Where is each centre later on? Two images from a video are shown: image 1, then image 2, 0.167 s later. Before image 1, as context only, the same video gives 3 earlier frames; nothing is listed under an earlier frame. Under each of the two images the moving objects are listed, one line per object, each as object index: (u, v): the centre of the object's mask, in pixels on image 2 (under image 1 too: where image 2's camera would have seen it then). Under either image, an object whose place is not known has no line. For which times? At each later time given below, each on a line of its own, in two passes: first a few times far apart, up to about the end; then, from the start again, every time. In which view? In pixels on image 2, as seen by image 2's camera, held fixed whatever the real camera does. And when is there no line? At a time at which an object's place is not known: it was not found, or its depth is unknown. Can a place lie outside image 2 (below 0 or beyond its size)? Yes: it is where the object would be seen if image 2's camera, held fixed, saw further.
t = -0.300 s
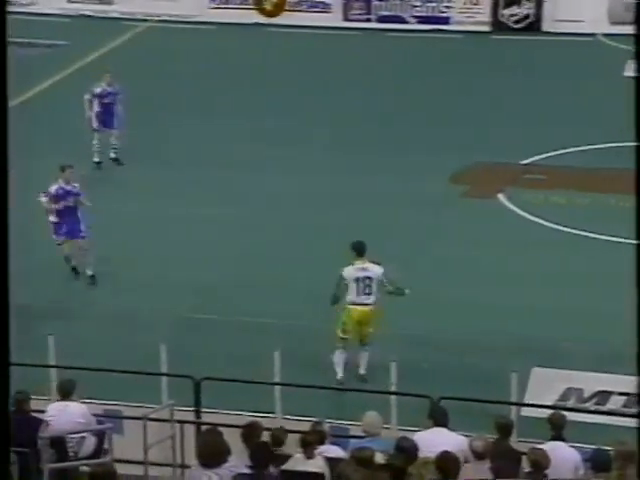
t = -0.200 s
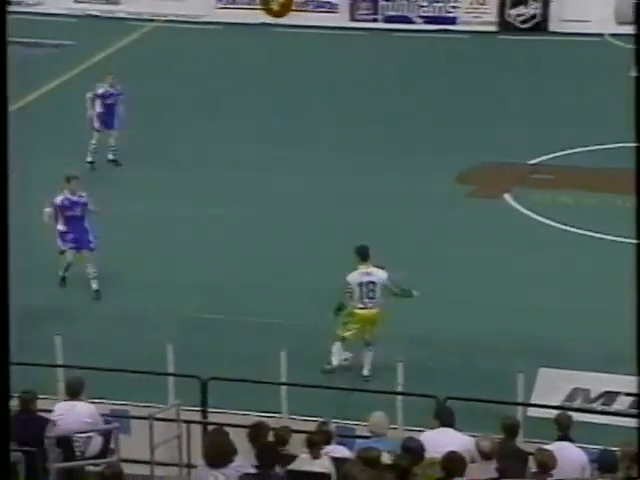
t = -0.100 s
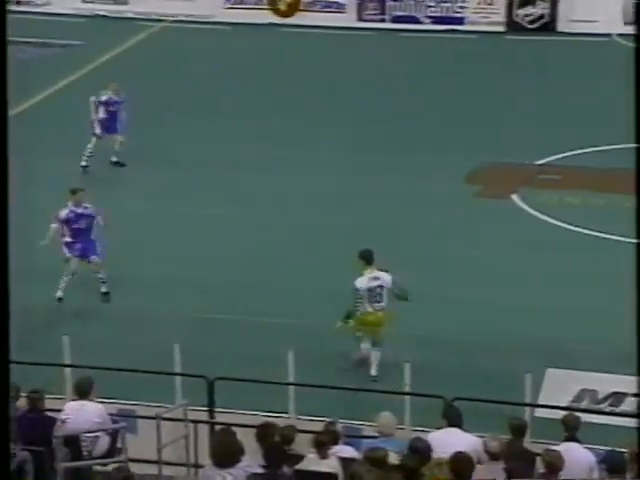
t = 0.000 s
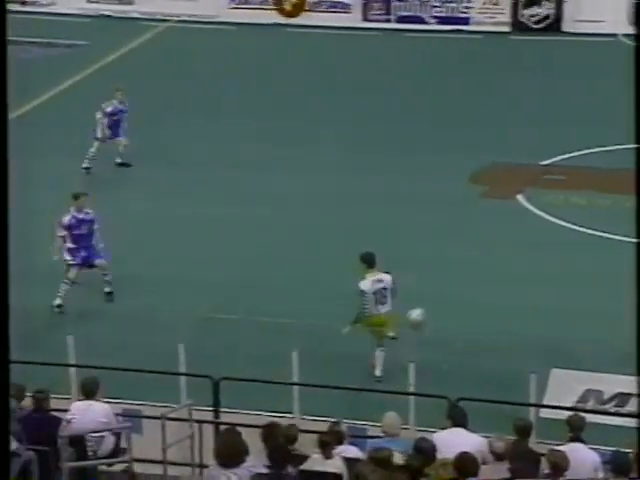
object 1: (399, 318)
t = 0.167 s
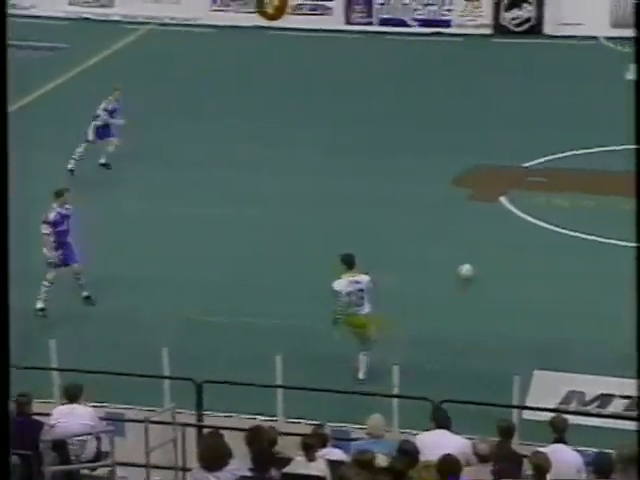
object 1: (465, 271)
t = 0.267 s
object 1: (501, 251)
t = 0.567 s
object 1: (582, 193)
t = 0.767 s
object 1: (623, 168)
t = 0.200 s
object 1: (477, 264)
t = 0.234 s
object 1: (489, 257)
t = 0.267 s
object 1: (501, 251)
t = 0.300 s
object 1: (510, 243)
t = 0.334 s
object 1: (521, 235)
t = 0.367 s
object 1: (531, 228)
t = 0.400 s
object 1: (542, 223)
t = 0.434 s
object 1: (550, 217)
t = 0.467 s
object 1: (559, 213)
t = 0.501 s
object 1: (567, 205)
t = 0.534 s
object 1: (574, 199)
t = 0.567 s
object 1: (582, 193)
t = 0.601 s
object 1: (590, 189)
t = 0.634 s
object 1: (597, 185)
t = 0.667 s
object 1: (605, 182)
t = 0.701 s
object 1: (611, 179)
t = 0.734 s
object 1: (617, 173)
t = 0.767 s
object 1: (623, 168)
